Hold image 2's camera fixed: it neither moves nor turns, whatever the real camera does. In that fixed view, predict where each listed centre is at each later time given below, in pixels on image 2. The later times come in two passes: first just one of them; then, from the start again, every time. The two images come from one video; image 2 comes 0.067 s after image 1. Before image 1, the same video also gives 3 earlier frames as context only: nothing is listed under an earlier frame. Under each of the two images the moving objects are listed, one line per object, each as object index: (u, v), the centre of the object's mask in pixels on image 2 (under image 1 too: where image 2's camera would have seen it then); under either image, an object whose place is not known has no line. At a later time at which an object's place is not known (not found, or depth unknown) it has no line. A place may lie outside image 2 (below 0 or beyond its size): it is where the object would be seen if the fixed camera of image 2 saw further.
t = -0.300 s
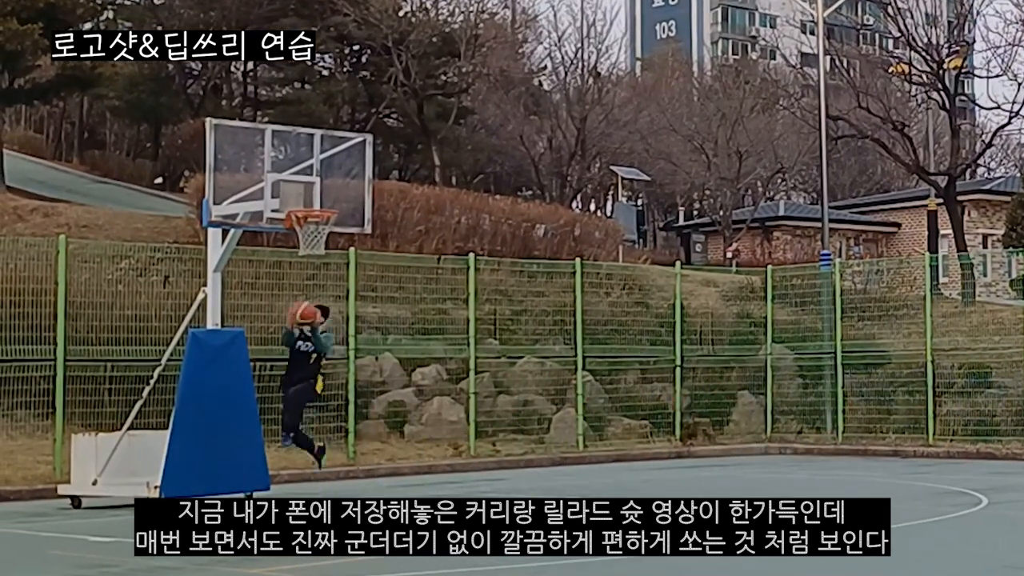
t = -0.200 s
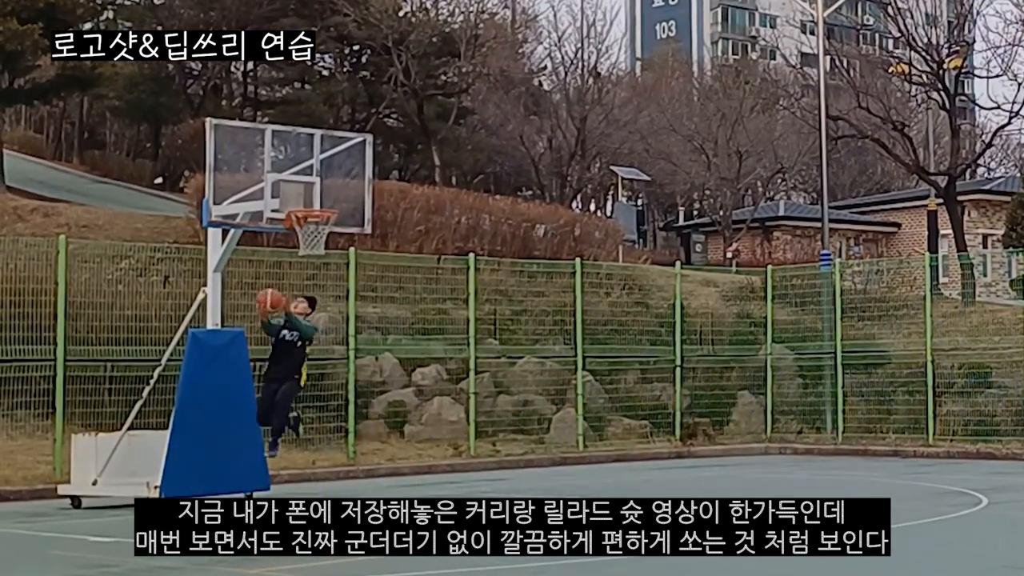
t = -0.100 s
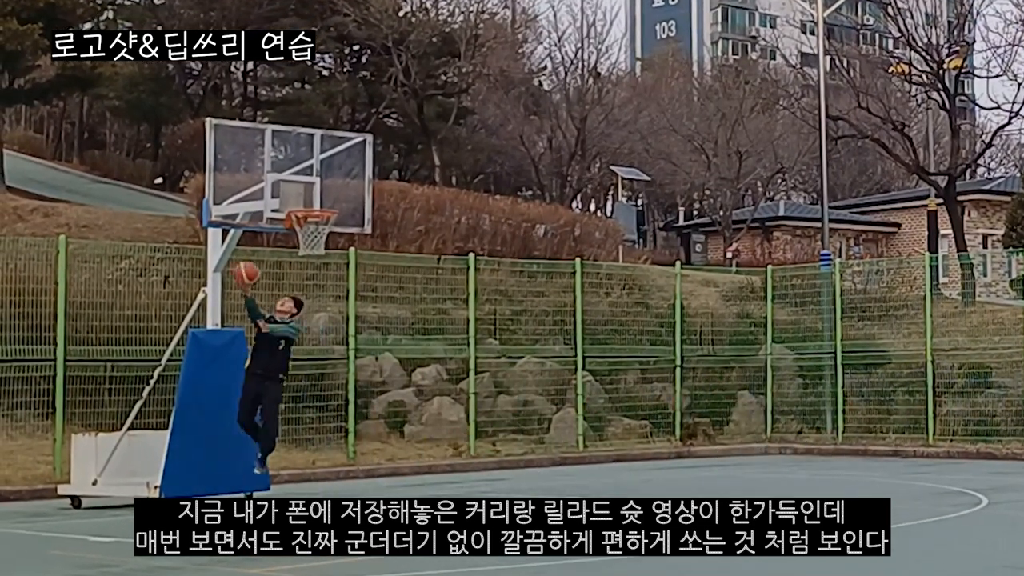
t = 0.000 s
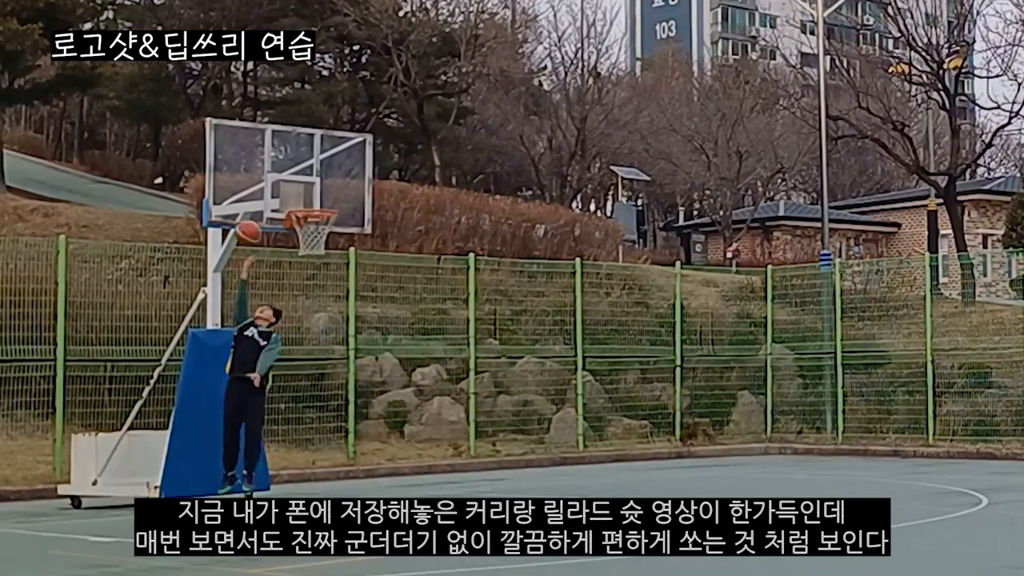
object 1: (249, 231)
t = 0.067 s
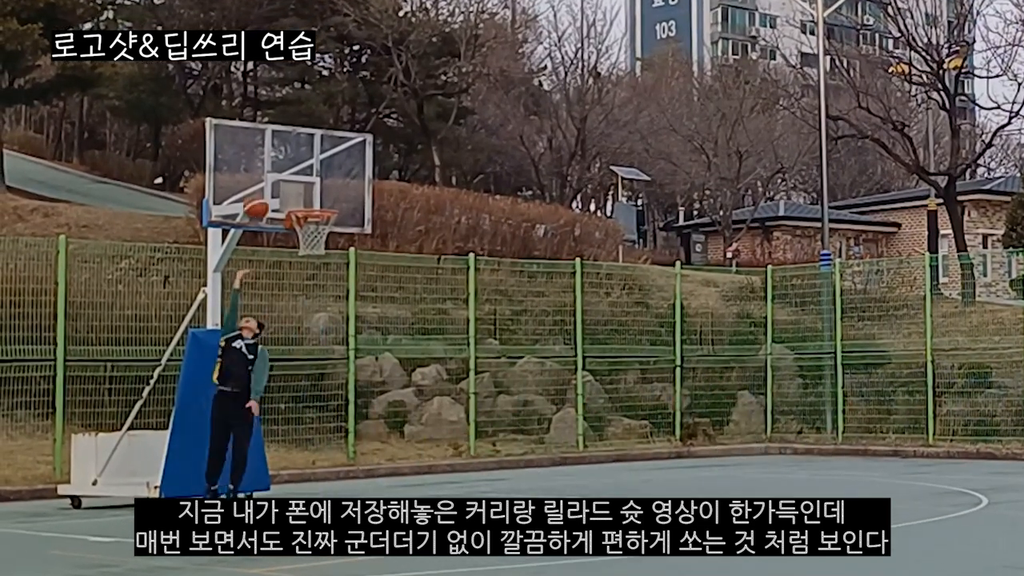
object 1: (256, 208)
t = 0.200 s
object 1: (271, 172)
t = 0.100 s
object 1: (259, 196)
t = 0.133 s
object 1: (263, 187)
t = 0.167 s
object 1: (267, 179)
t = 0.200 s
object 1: (271, 172)
